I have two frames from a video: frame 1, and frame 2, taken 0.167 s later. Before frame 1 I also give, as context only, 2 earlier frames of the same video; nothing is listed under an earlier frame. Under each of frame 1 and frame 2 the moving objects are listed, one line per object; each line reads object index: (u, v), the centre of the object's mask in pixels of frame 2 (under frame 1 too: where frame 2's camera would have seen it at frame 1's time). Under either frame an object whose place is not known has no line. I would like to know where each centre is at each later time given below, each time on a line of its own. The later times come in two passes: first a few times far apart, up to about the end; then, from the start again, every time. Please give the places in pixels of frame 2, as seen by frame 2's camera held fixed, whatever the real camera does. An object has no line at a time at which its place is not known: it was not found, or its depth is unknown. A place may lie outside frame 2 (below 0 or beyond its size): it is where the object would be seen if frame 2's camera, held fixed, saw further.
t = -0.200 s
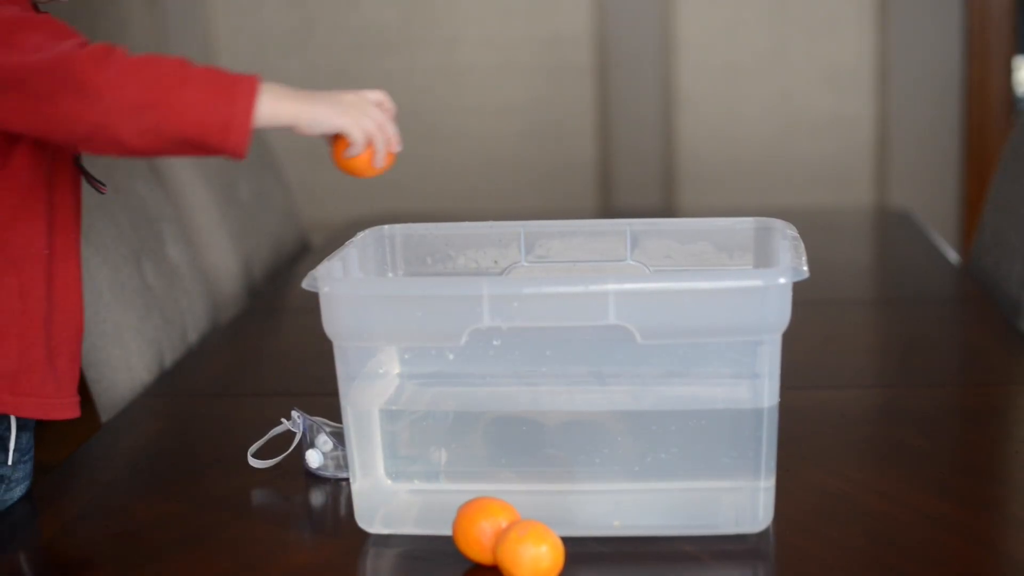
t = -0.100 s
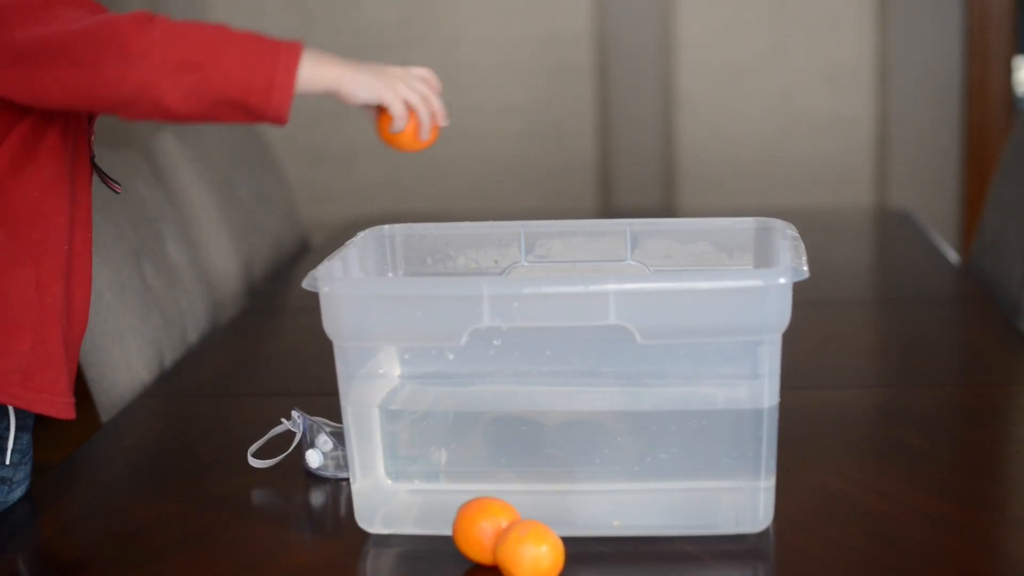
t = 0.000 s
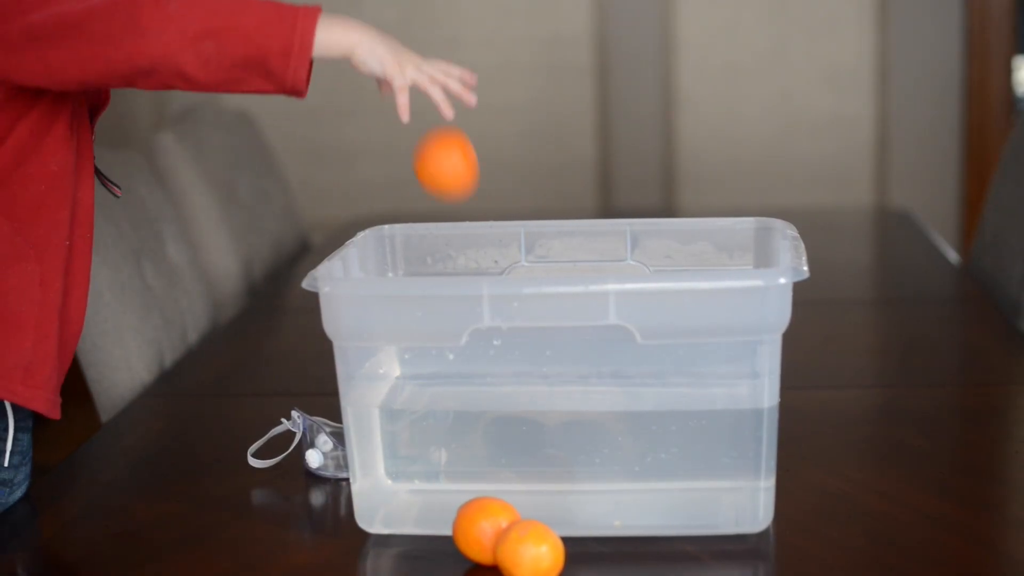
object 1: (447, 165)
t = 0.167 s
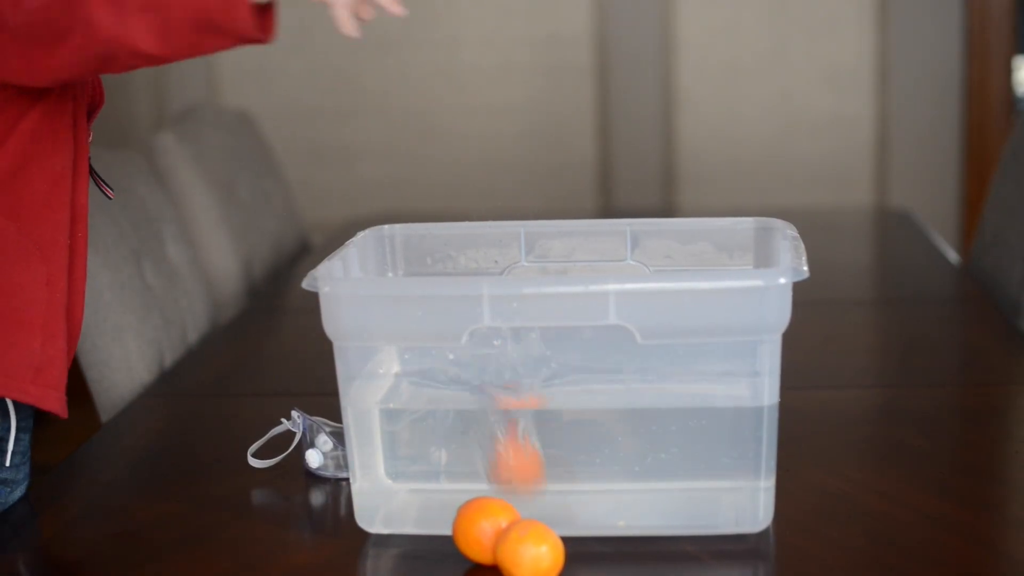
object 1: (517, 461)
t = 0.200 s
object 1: (529, 491)
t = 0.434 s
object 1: (572, 429)
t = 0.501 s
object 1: (588, 419)
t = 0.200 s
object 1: (529, 491)
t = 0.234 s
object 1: (532, 484)
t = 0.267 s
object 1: (538, 474)
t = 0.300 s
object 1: (545, 464)
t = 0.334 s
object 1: (551, 453)
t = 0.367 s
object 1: (558, 441)
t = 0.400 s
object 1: (564, 434)
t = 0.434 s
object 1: (572, 429)
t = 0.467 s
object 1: (582, 423)
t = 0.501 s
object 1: (588, 419)
